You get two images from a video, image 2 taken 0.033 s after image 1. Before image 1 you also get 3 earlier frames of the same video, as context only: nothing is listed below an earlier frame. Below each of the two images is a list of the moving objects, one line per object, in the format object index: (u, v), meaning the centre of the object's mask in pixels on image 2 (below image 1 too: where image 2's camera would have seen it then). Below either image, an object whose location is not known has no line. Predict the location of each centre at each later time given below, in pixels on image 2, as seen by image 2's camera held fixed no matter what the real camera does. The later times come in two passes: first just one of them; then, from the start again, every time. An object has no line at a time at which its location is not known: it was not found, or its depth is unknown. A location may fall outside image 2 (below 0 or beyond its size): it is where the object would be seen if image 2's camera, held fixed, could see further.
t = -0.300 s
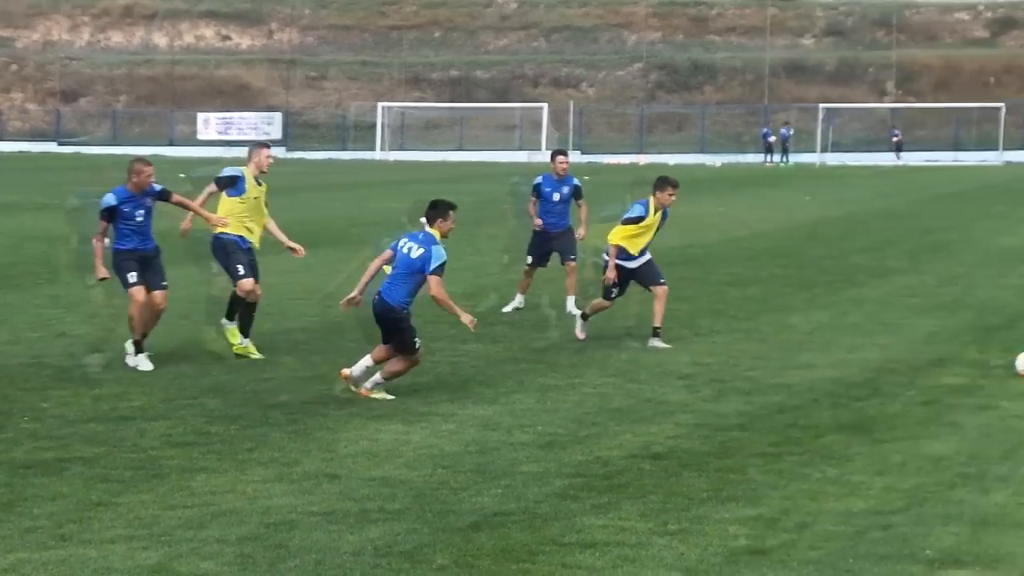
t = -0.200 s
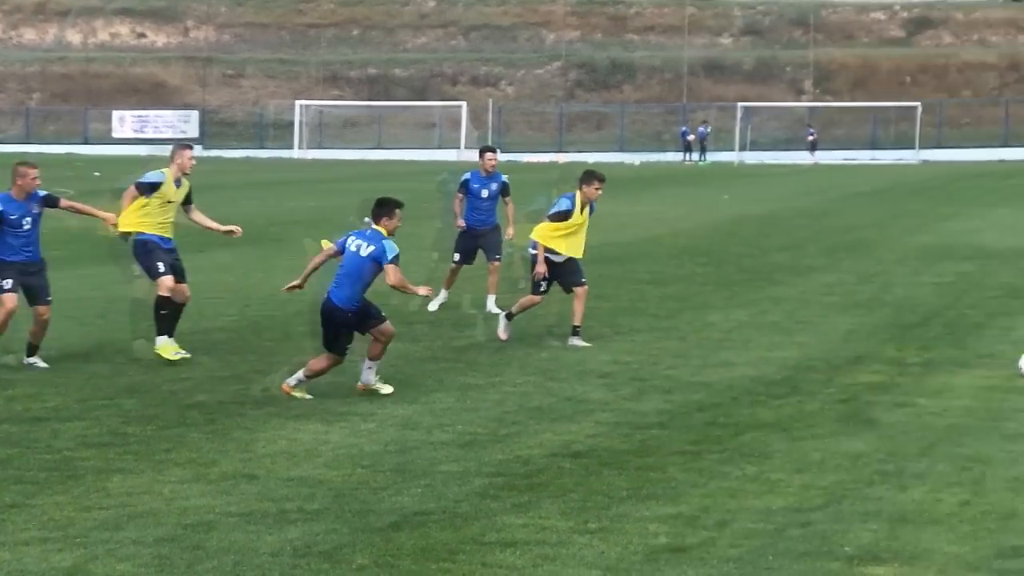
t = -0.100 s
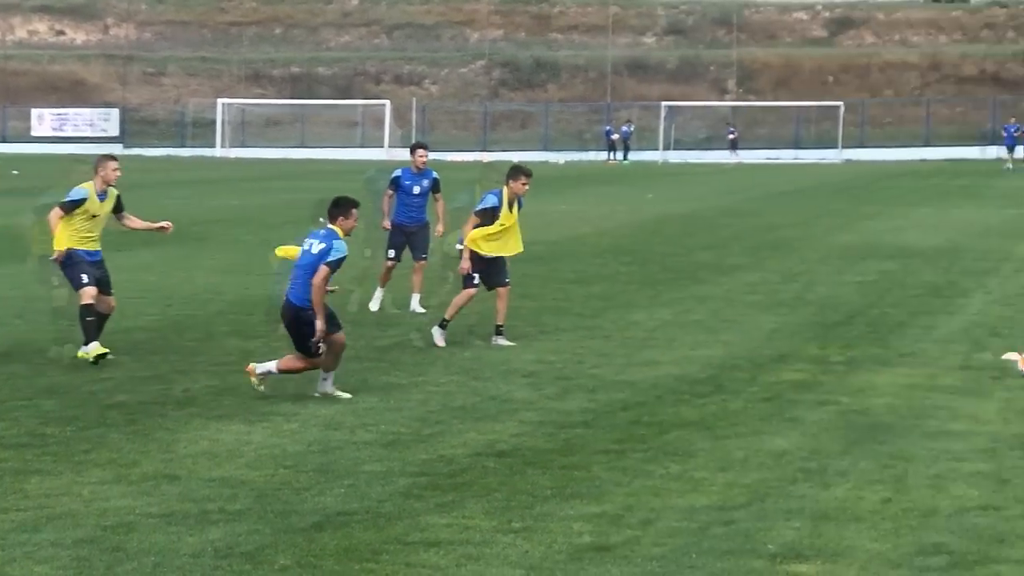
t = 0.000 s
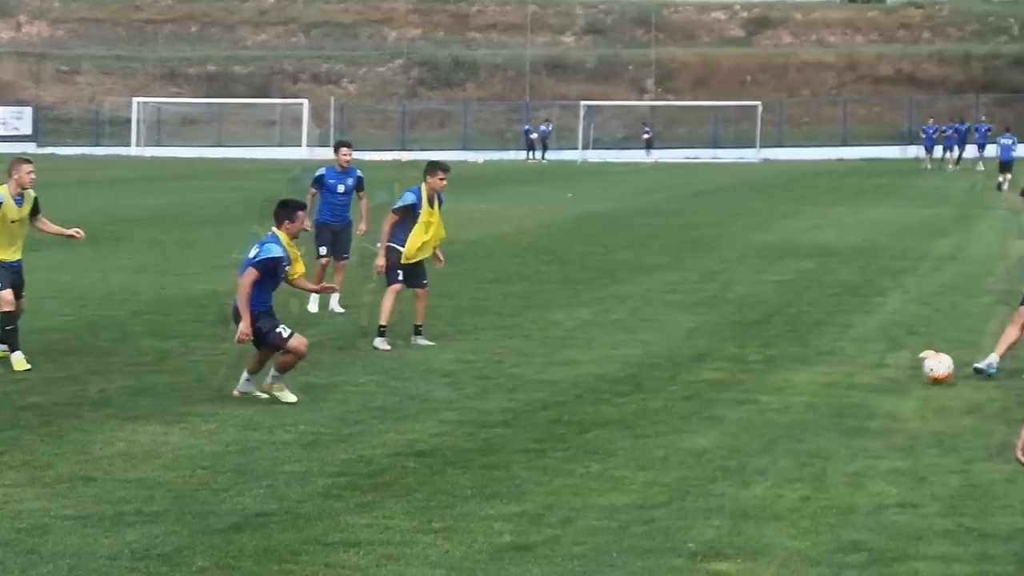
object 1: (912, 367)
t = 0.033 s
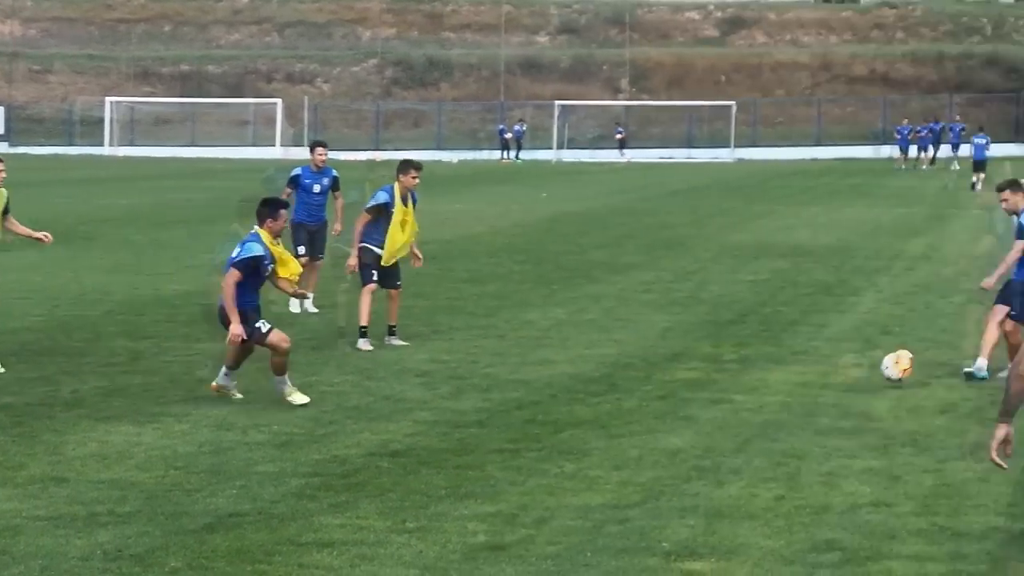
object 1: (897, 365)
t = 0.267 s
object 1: (785, 406)
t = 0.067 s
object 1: (877, 370)
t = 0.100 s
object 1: (862, 375)
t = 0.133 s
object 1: (846, 381)
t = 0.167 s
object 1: (830, 390)
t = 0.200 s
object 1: (814, 400)
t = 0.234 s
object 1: (799, 404)
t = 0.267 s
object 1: (785, 406)
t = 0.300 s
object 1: (770, 409)
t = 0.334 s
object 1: (756, 414)
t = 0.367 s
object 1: (740, 422)
